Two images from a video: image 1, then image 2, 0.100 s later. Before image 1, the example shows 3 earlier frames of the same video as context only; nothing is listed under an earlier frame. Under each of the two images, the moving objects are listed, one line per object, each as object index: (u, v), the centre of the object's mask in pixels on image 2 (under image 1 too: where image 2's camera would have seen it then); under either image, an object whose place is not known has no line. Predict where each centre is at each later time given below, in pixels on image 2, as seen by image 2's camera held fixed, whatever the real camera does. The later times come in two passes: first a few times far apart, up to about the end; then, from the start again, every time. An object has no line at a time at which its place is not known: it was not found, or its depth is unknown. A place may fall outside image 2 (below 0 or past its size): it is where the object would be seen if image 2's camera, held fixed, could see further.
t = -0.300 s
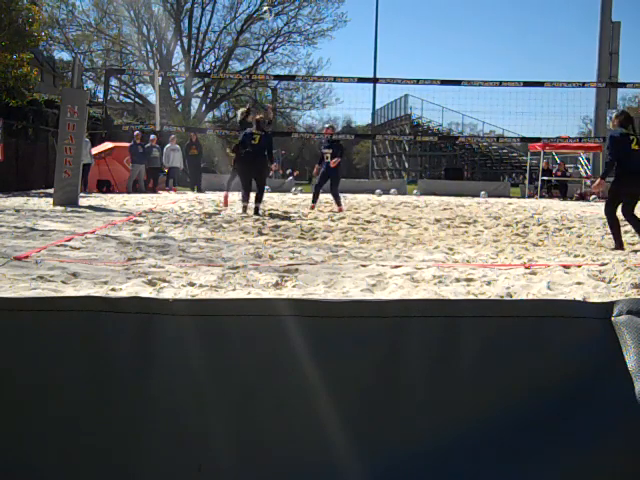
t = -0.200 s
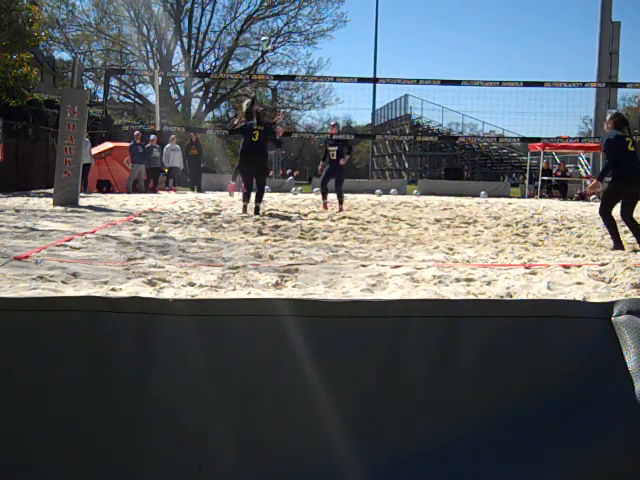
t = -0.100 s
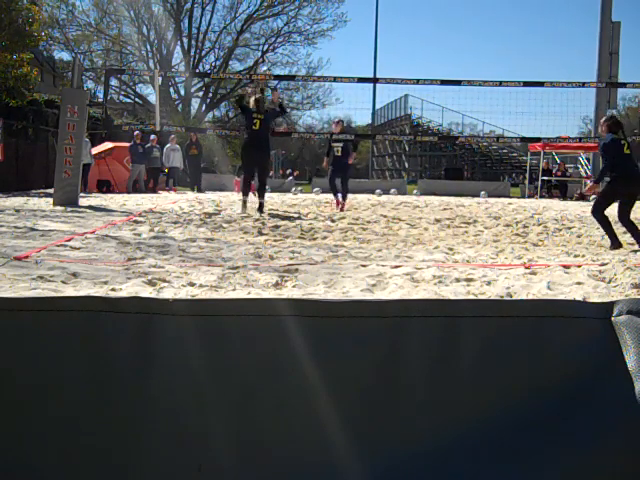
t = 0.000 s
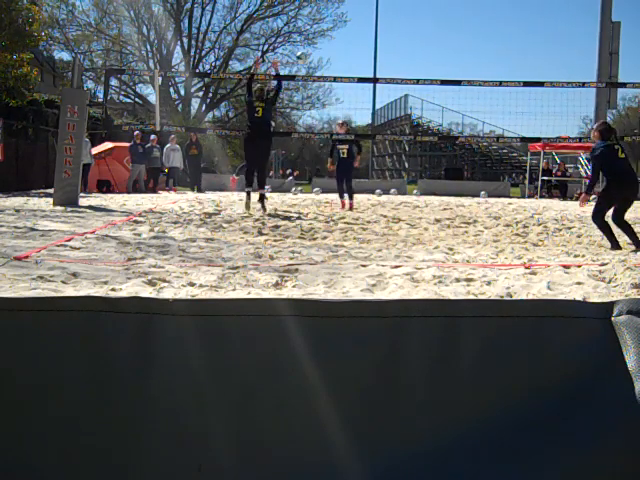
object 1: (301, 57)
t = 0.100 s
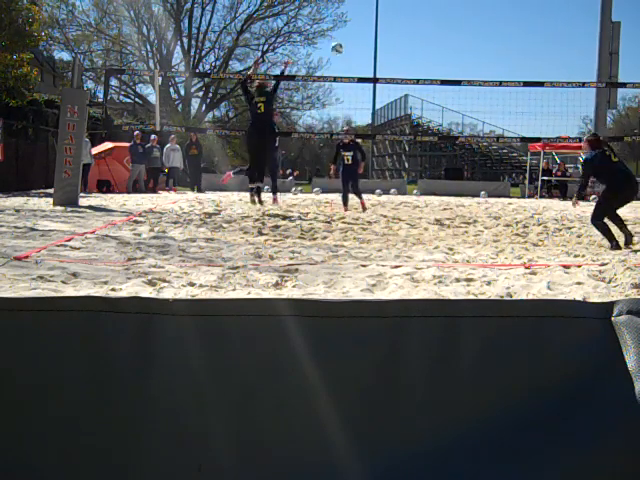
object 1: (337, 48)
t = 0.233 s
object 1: (382, 46)
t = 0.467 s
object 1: (463, 69)
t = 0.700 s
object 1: (539, 125)
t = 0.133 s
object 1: (348, 47)
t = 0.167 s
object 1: (359, 46)
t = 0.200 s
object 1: (370, 46)
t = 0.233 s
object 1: (382, 46)
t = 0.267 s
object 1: (394, 47)
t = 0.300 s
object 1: (406, 49)
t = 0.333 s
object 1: (417, 52)
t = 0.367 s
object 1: (429, 54)
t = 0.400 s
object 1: (440, 59)
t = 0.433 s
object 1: (452, 63)
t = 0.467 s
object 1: (463, 69)
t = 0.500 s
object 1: (474, 74)
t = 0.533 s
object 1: (485, 78)
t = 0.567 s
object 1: (497, 91)
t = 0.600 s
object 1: (508, 97)
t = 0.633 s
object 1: (518, 106)
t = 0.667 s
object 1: (529, 115)
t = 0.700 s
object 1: (539, 125)
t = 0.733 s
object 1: (547, 132)
